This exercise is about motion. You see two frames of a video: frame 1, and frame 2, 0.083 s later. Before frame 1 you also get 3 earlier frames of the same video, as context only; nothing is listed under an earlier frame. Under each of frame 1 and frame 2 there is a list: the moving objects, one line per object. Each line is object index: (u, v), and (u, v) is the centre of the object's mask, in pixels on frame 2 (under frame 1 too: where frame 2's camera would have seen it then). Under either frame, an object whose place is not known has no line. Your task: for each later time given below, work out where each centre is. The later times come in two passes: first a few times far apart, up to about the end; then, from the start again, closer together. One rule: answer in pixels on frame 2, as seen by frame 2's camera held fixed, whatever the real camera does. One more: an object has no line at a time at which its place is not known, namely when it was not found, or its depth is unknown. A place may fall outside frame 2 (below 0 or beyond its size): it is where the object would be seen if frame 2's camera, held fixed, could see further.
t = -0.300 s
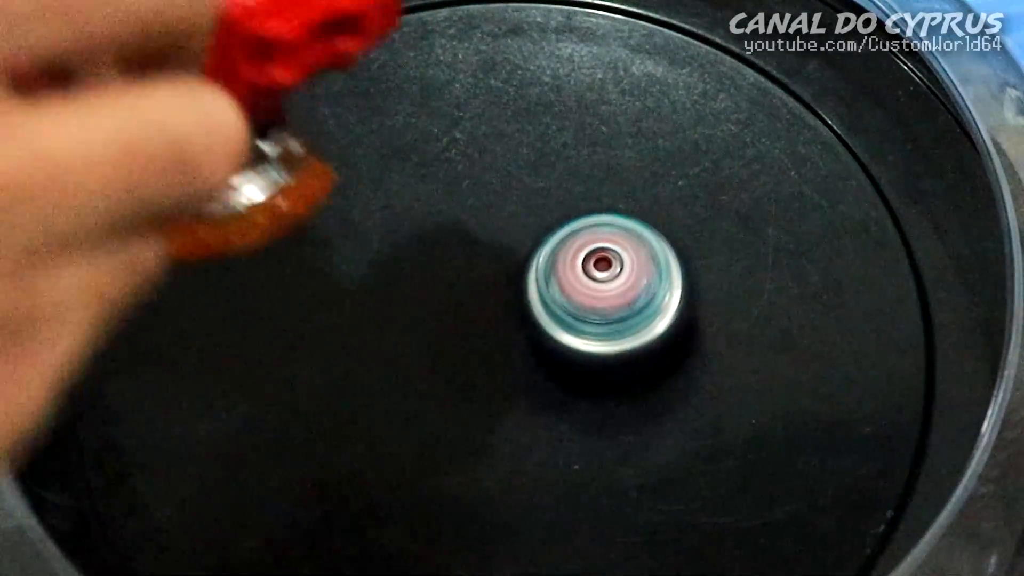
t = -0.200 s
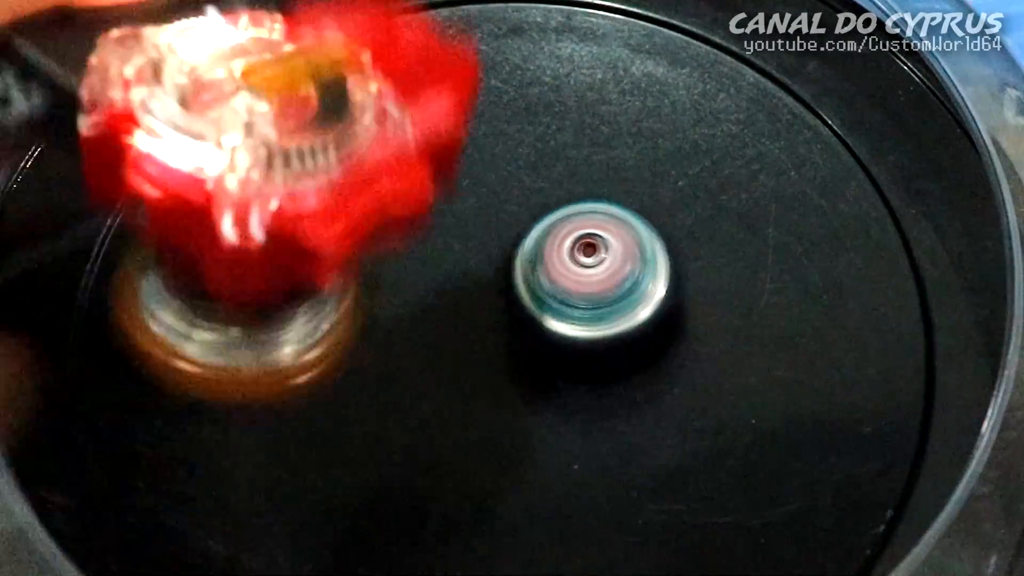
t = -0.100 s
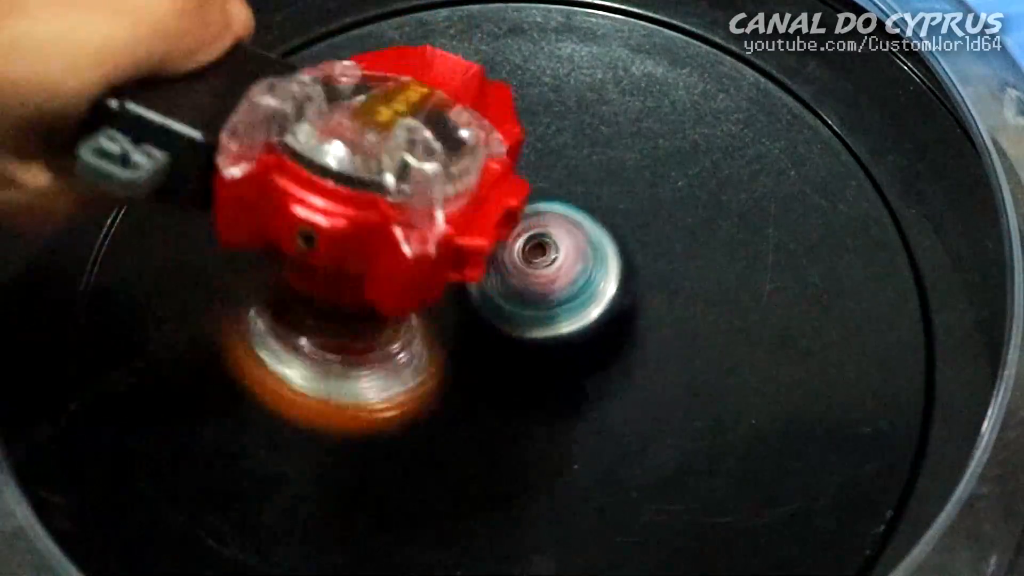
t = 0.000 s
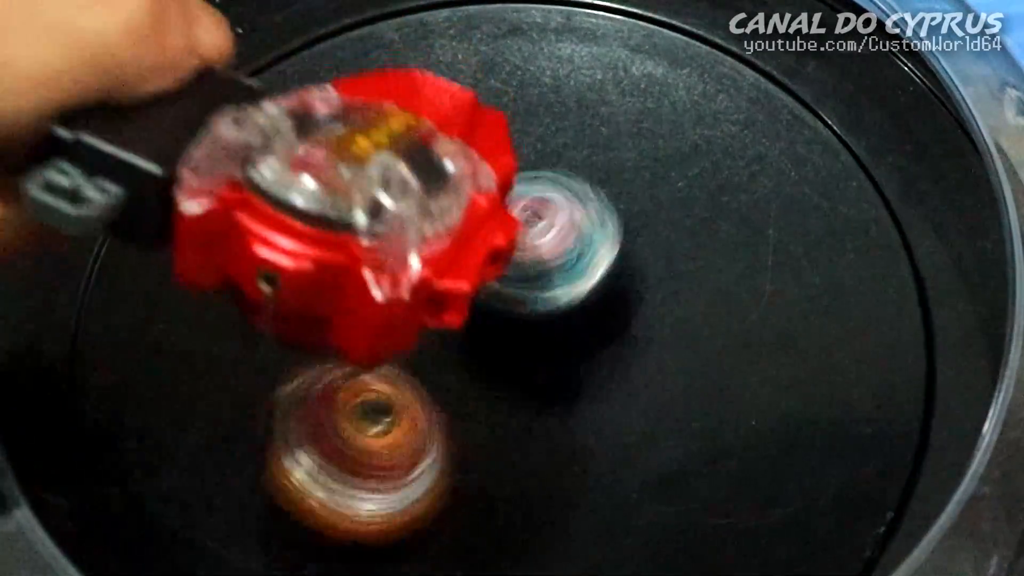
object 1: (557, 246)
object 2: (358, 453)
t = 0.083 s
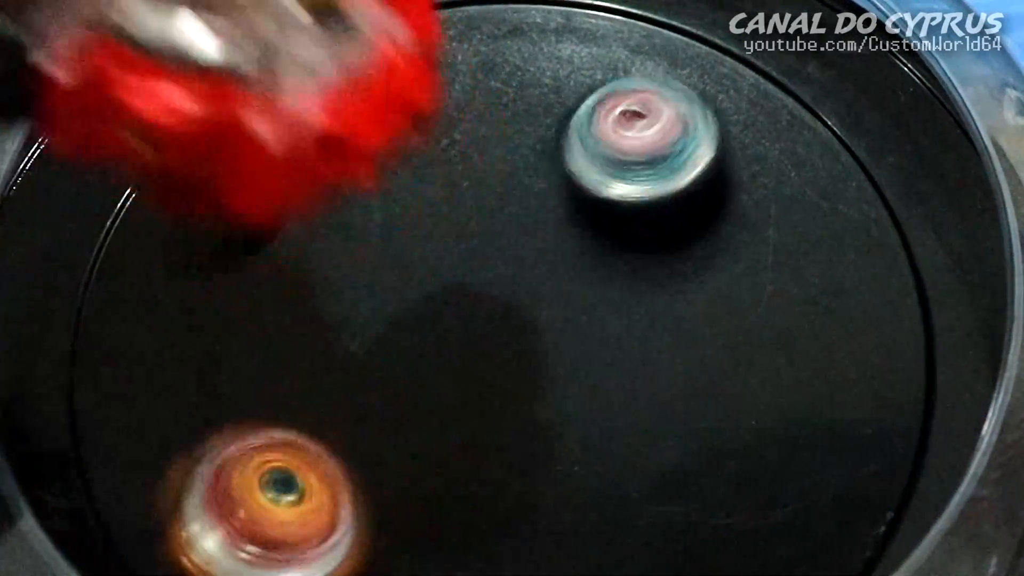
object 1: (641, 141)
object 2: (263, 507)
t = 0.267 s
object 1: (795, 130)
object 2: (240, 373)
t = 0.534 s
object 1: (671, 418)
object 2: (300, 51)
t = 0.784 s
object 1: (338, 349)
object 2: (606, 224)
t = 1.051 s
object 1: (356, 98)
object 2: (694, 452)
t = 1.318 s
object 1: (491, 165)
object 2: (444, 328)
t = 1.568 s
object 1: (601, 156)
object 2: (359, 217)
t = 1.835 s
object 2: (184, 168)
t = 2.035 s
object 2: (342, 256)
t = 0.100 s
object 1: (657, 126)
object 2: (250, 512)
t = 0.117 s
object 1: (673, 115)
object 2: (237, 514)
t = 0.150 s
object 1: (703, 98)
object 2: (224, 512)
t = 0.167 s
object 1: (718, 94)
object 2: (223, 508)
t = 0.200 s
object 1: (746, 95)
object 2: (227, 488)
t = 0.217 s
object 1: (759, 100)
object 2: (232, 466)
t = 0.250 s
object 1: (784, 117)
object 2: (238, 407)
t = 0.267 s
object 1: (795, 130)
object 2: (240, 373)
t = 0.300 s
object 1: (811, 164)
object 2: (236, 301)
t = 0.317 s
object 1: (817, 185)
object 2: (230, 265)
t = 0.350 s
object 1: (819, 228)
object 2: (217, 196)
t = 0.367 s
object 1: (816, 250)
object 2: (209, 163)
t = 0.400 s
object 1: (802, 293)
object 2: (195, 104)
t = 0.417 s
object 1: (792, 313)
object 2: (198, 83)
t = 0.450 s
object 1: (764, 351)
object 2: (219, 60)
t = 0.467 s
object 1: (747, 368)
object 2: (233, 57)
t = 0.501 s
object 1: (712, 396)
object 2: (263, 49)
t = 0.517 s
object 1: (692, 407)
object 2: (282, 49)
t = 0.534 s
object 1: (671, 418)
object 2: (300, 51)
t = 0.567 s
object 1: (630, 430)
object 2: (337, 56)
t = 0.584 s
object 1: (608, 434)
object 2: (356, 60)
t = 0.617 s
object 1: (561, 438)
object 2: (396, 72)
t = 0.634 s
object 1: (537, 437)
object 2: (418, 83)
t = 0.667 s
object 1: (487, 429)
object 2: (461, 109)
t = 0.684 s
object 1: (463, 422)
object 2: (481, 123)
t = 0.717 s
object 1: (415, 402)
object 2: (523, 153)
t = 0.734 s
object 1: (393, 391)
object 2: (544, 170)
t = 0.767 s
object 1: (354, 365)
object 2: (586, 207)
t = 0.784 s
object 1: (338, 349)
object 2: (606, 224)
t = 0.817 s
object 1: (310, 315)
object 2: (643, 262)
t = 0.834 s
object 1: (300, 296)
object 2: (661, 281)
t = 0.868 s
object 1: (286, 257)
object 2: (691, 316)
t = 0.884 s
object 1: (283, 237)
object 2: (703, 334)
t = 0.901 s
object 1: (282, 218)
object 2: (713, 350)
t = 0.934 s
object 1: (286, 181)
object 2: (727, 383)
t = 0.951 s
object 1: (291, 164)
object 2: (731, 397)
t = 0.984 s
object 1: (308, 135)
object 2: (728, 422)
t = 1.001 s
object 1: (317, 123)
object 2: (723, 433)
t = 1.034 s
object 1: (342, 104)
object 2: (706, 448)
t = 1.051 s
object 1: (356, 98)
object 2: (694, 452)
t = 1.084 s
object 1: (382, 91)
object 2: (666, 462)
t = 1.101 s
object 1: (394, 91)
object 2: (651, 461)
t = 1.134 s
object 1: (416, 95)
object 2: (617, 455)
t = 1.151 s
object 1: (425, 98)
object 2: (599, 451)
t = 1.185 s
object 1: (443, 109)
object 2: (564, 436)
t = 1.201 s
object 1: (451, 116)
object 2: (547, 427)
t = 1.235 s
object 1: (465, 131)
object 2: (515, 401)
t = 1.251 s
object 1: (471, 139)
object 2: (499, 388)
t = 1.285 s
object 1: (482, 155)
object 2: (471, 355)
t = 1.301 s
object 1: (486, 163)
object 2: (458, 337)
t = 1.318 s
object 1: (491, 165)
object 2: (444, 328)
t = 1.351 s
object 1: (502, 148)
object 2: (417, 325)
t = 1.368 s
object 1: (509, 132)
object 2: (404, 329)
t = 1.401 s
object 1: (522, 112)
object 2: (382, 335)
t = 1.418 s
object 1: (530, 105)
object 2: (373, 335)
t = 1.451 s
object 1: (546, 99)
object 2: (364, 324)
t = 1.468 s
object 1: (555, 101)
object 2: (364, 315)
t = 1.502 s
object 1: (572, 112)
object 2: (366, 287)
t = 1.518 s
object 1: (580, 121)
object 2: (366, 271)
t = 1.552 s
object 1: (595, 143)
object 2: (363, 236)
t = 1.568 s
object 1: (601, 156)
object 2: (359, 217)
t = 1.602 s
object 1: (612, 186)
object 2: (344, 183)
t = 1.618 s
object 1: (615, 202)
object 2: (333, 166)
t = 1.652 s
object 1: (619, 234)
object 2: (302, 136)
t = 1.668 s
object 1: (620, 248)
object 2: (286, 126)
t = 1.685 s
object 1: (619, 262)
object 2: (269, 121)
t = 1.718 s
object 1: (614, 288)
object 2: (240, 119)
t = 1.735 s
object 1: (610, 299)
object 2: (226, 120)
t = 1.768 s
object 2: (203, 130)
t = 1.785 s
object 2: (196, 137)
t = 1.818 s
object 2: (186, 157)
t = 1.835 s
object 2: (184, 168)
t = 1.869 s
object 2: (190, 195)
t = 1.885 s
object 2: (199, 209)
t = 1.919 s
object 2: (225, 234)
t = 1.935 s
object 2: (244, 245)
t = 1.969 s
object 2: (289, 264)
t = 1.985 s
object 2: (315, 270)
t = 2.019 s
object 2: (335, 262)
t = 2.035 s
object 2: (342, 256)
